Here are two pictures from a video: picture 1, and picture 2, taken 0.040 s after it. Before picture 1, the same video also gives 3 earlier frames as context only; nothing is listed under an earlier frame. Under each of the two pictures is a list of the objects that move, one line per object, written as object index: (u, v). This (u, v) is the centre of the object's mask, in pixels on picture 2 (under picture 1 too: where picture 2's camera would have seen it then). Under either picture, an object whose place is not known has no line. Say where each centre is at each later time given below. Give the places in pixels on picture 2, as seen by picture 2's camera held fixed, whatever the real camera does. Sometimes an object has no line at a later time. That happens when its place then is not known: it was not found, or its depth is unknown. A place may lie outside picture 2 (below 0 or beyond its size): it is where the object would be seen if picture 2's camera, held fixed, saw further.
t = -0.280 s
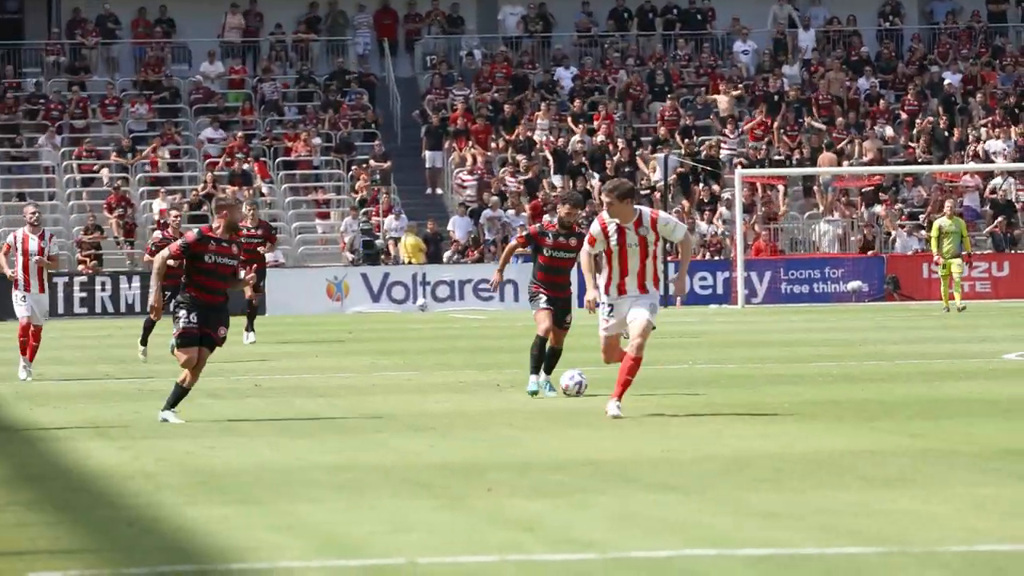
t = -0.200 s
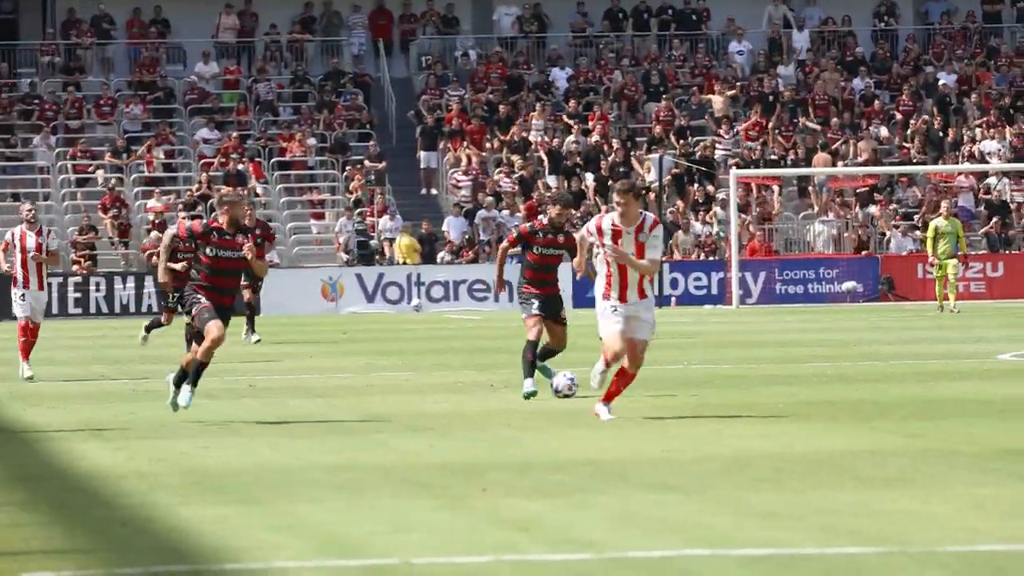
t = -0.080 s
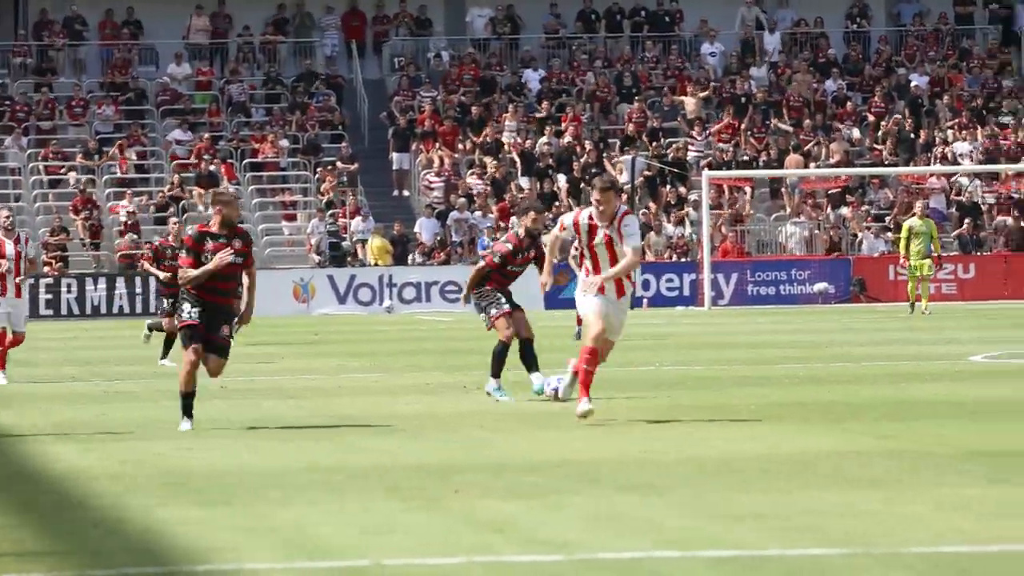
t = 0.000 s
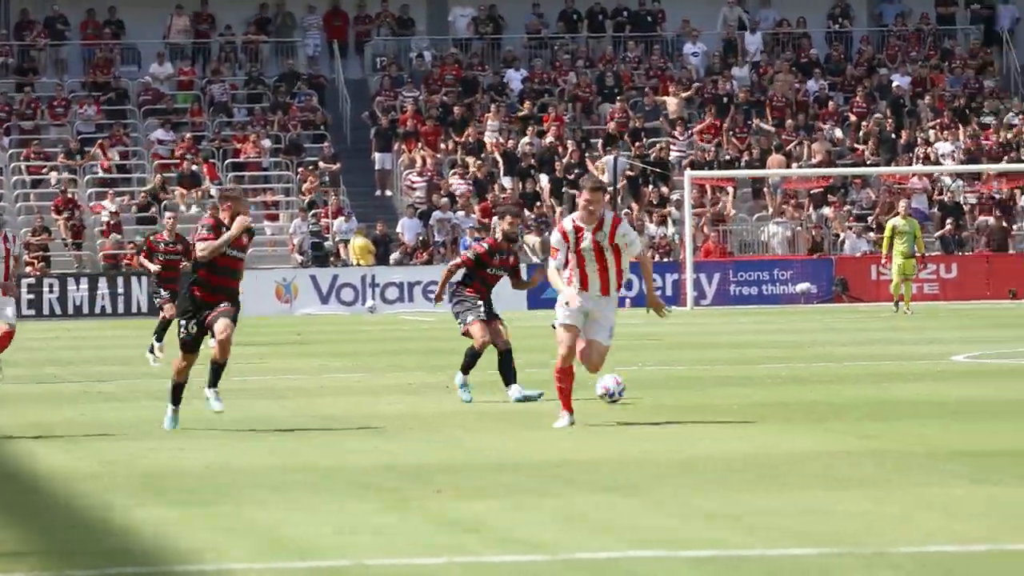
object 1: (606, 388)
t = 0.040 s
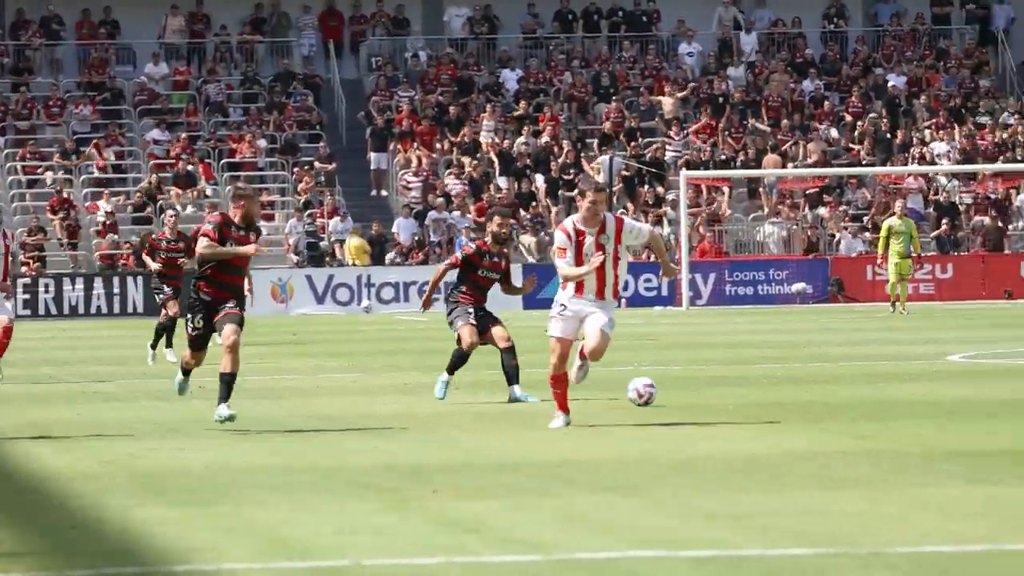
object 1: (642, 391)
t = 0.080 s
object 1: (677, 393)
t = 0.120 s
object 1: (713, 392)
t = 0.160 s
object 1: (747, 393)
